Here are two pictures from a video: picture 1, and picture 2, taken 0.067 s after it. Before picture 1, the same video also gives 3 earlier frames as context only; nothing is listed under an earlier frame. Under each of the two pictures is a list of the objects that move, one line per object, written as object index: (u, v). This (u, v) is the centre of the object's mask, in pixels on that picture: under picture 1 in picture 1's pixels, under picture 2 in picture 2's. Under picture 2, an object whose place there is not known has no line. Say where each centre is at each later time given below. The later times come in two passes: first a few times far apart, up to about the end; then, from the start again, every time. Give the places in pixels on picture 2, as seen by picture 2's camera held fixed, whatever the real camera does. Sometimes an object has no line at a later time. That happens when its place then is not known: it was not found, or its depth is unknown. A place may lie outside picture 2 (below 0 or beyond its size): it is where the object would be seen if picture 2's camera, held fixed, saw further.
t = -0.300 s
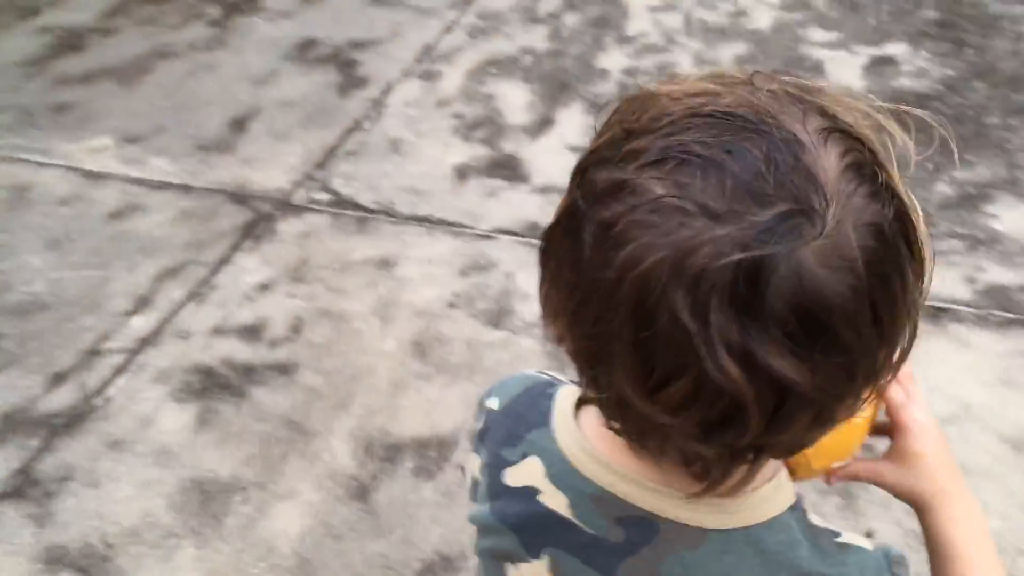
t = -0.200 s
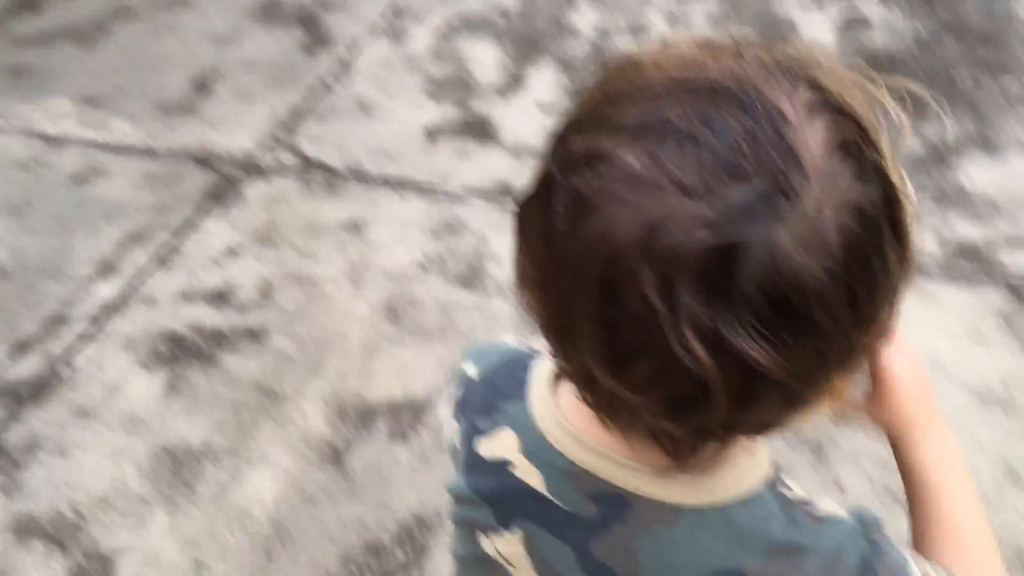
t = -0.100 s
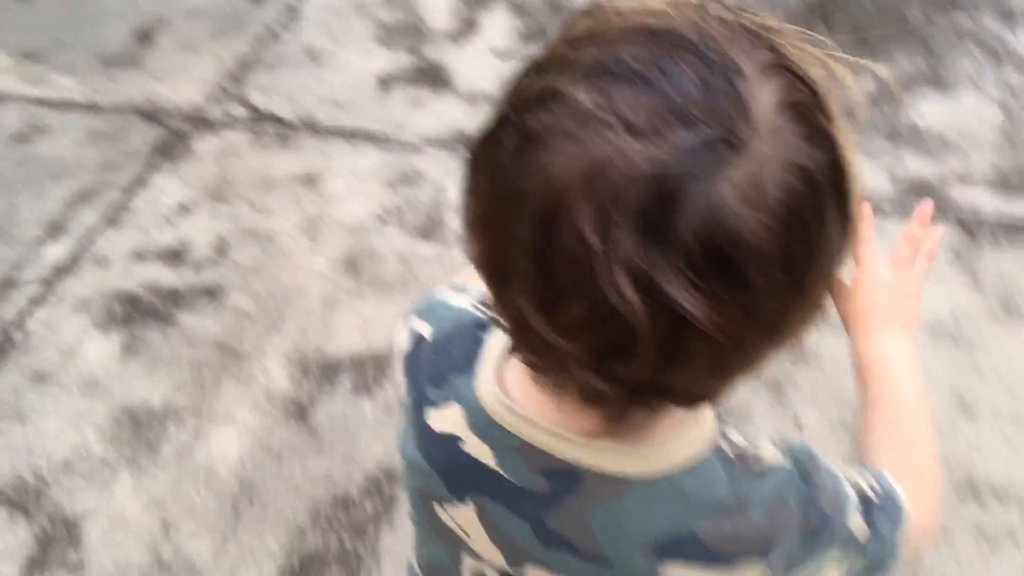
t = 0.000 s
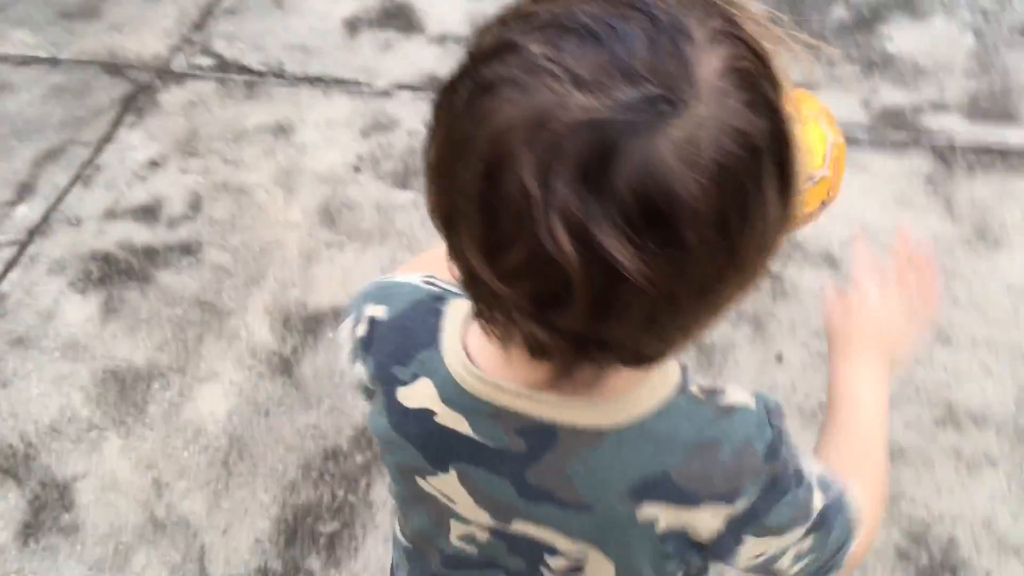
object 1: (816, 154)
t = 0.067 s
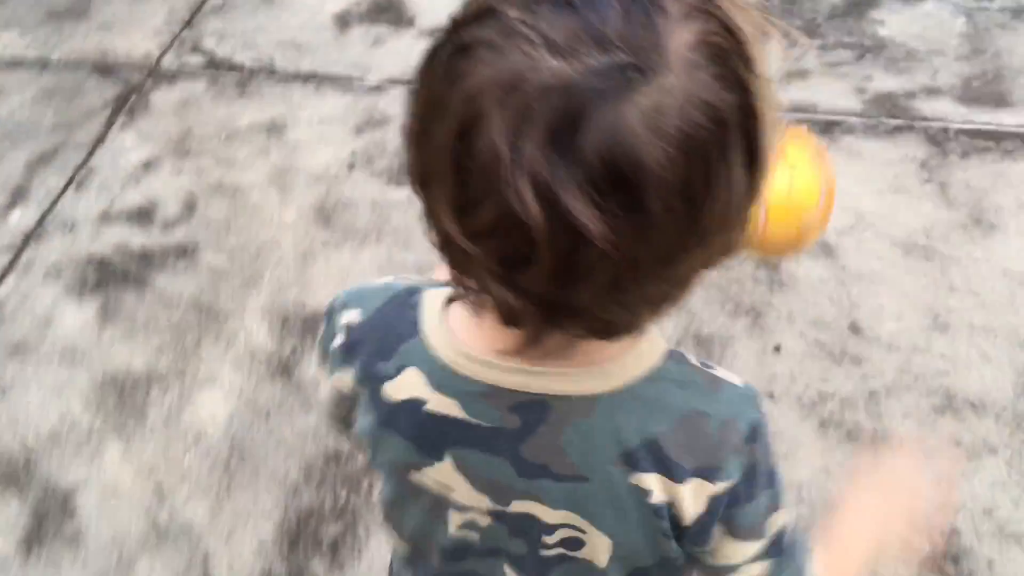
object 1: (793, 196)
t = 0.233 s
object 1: (786, 258)
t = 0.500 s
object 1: (875, 125)
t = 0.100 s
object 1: (779, 221)
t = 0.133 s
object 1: (772, 248)
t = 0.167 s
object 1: (770, 279)
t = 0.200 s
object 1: (770, 294)
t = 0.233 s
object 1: (786, 258)
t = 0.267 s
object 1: (801, 221)
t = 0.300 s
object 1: (816, 189)
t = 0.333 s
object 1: (830, 163)
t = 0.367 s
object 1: (842, 144)
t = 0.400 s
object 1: (853, 131)
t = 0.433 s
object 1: (862, 125)
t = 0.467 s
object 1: (869, 122)
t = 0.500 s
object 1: (875, 125)
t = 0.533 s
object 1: (879, 135)
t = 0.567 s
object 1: (880, 149)
